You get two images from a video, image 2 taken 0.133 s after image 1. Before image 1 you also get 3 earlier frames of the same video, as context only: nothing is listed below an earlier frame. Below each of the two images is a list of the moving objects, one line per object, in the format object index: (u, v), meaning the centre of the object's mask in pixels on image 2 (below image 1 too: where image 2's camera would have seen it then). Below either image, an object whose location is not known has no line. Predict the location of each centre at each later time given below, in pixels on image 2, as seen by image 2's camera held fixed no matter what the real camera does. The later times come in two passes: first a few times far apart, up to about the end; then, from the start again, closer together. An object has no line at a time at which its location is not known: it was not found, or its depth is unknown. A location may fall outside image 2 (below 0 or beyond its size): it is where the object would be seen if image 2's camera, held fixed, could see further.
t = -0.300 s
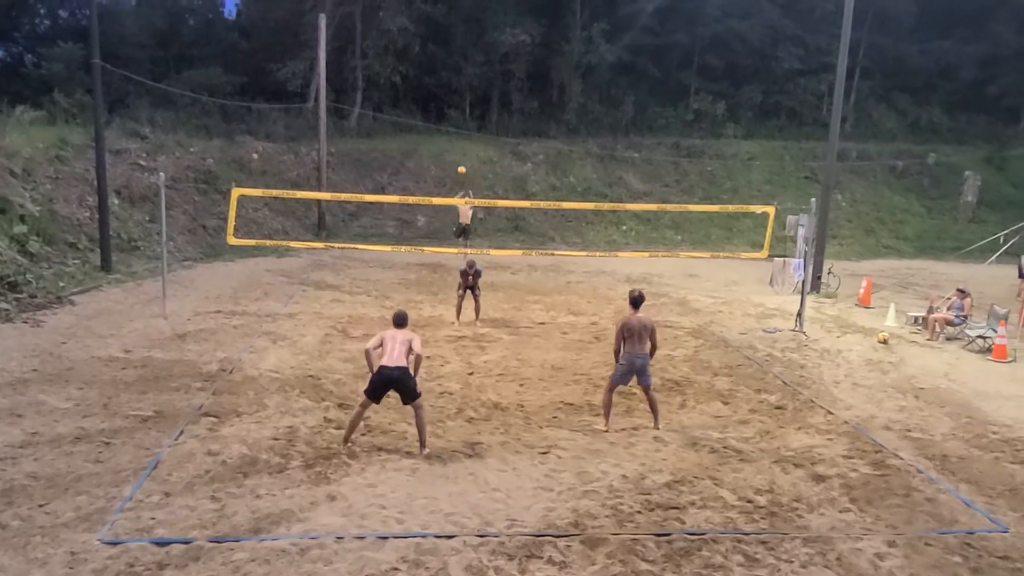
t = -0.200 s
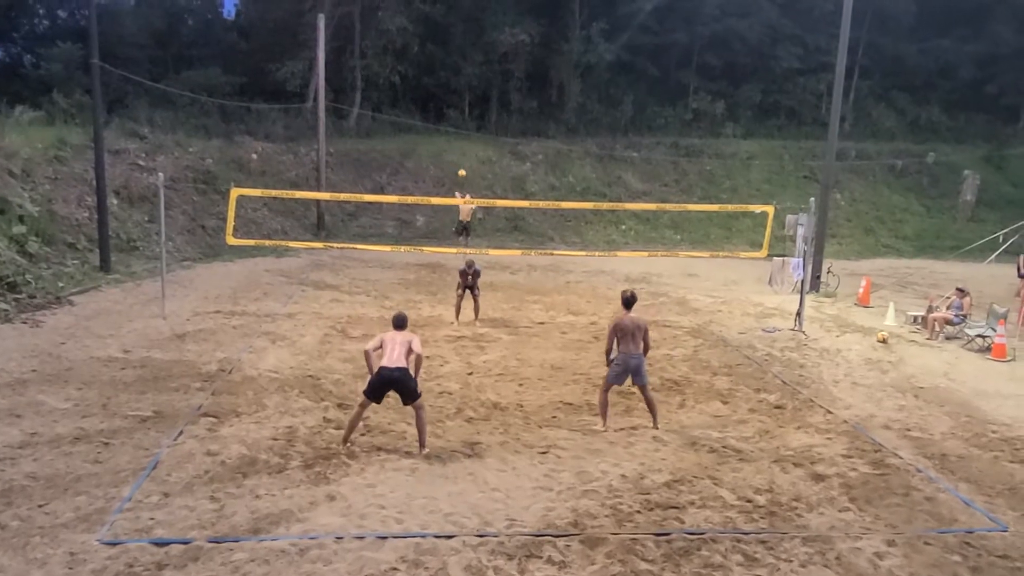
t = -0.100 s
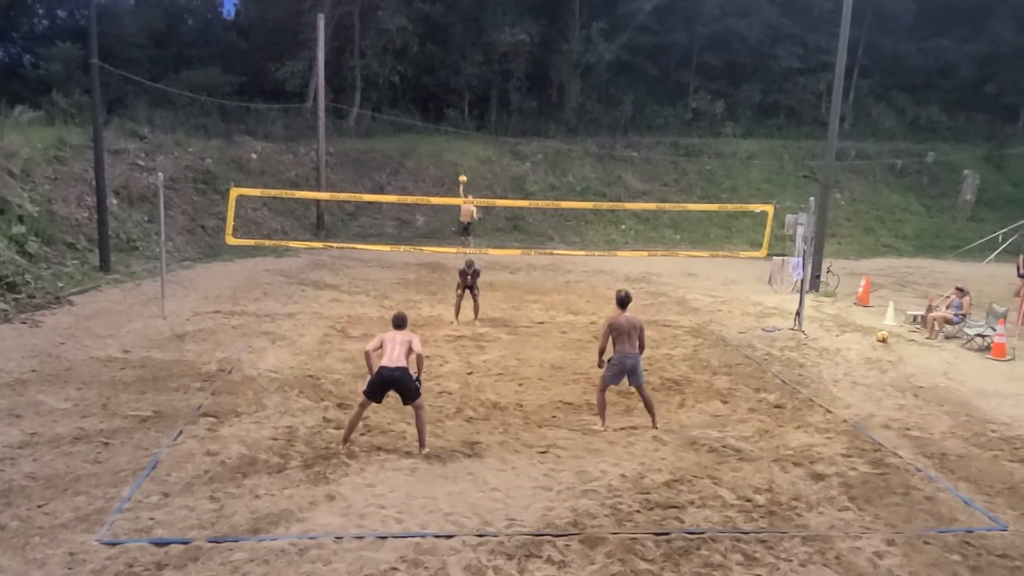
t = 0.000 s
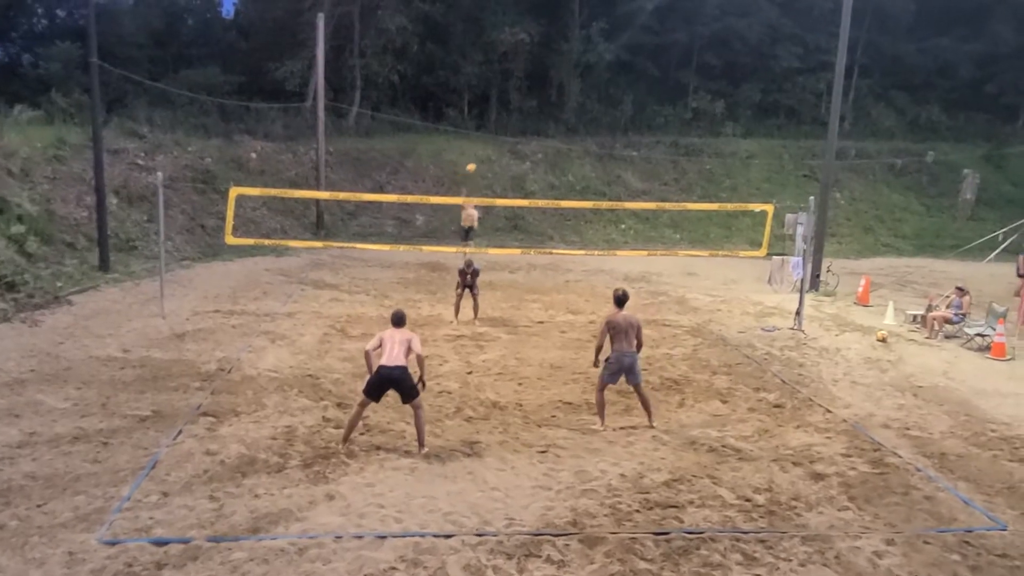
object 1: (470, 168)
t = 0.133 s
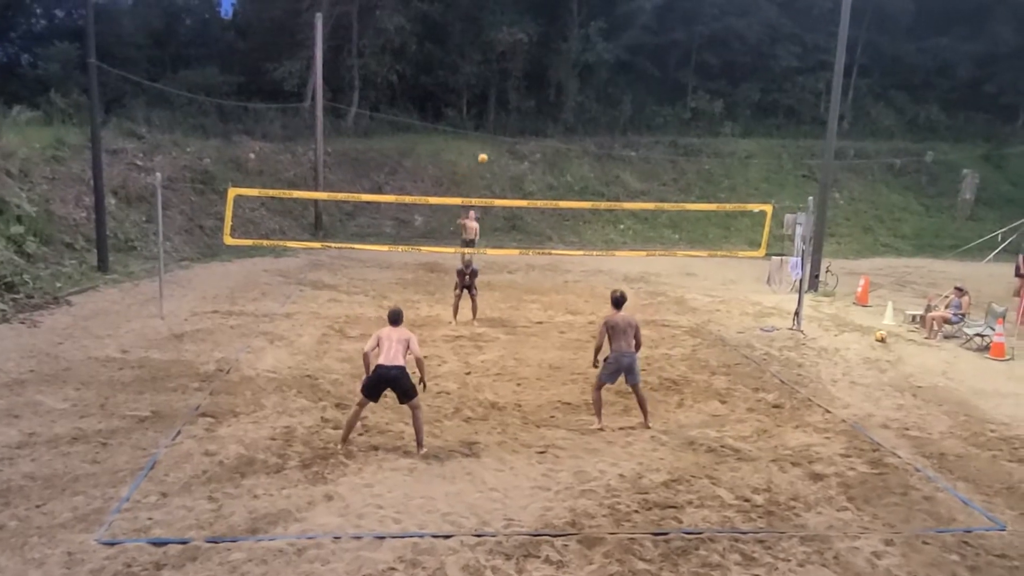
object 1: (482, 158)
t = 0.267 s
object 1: (497, 153)
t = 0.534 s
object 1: (528, 172)
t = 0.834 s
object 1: (568, 263)
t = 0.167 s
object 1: (483, 156)
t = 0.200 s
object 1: (487, 155)
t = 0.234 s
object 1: (493, 153)
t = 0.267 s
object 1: (497, 153)
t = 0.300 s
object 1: (500, 152)
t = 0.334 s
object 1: (504, 153)
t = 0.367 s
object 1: (508, 154)
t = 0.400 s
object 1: (512, 156)
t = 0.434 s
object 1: (516, 159)
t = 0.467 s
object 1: (520, 162)
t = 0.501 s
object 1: (524, 167)
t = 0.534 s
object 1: (528, 172)
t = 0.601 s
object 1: (537, 185)
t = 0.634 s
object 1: (541, 193)
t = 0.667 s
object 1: (546, 202)
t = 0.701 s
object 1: (550, 212)
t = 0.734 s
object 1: (555, 222)
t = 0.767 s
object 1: (559, 234)
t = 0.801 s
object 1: (563, 248)
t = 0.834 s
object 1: (568, 263)
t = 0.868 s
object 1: (574, 278)
